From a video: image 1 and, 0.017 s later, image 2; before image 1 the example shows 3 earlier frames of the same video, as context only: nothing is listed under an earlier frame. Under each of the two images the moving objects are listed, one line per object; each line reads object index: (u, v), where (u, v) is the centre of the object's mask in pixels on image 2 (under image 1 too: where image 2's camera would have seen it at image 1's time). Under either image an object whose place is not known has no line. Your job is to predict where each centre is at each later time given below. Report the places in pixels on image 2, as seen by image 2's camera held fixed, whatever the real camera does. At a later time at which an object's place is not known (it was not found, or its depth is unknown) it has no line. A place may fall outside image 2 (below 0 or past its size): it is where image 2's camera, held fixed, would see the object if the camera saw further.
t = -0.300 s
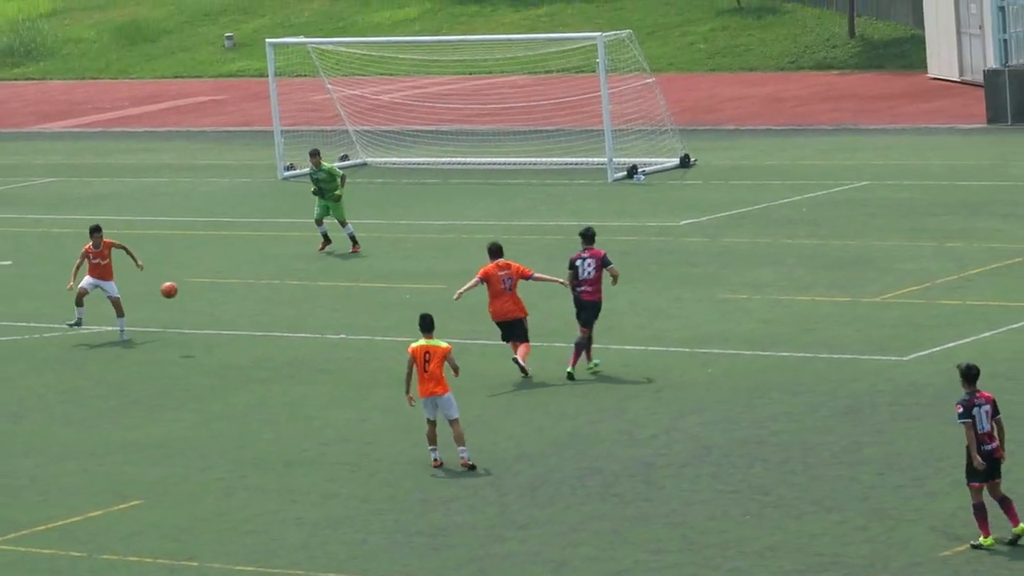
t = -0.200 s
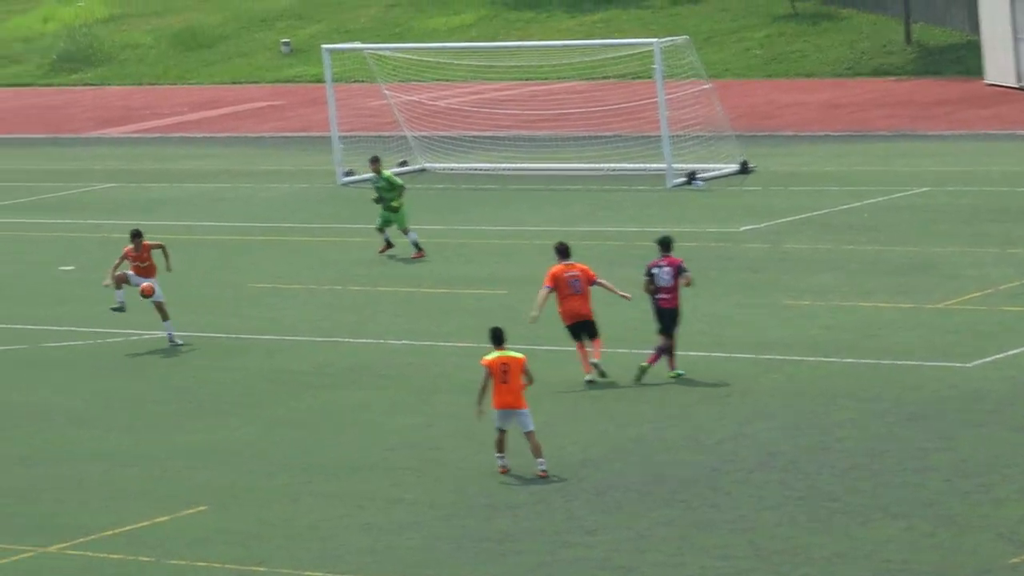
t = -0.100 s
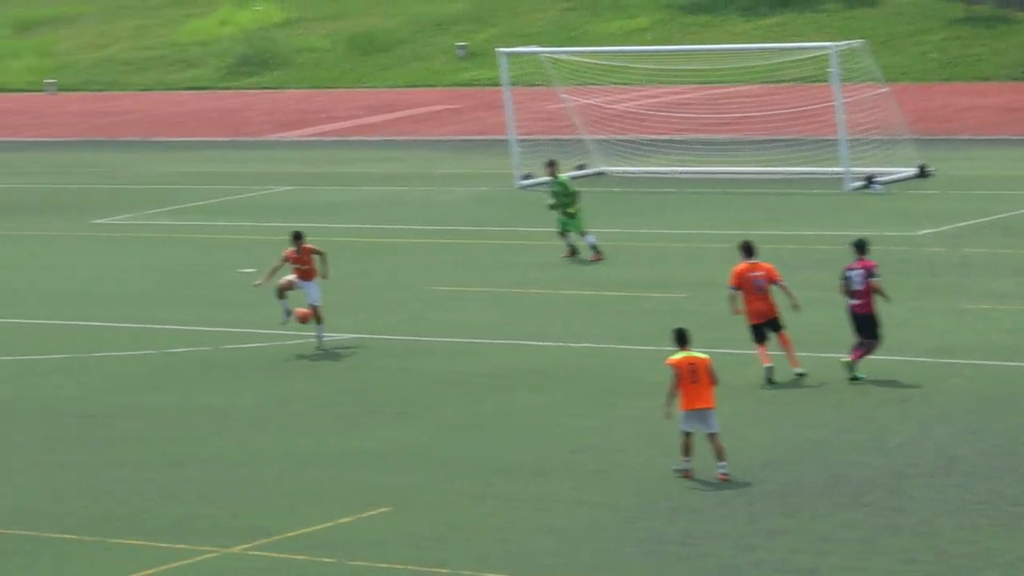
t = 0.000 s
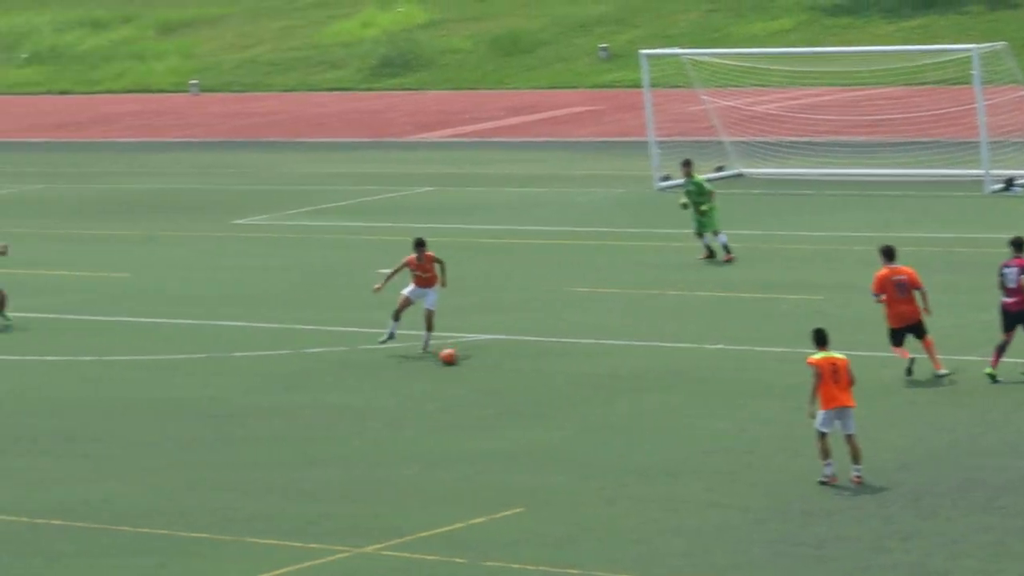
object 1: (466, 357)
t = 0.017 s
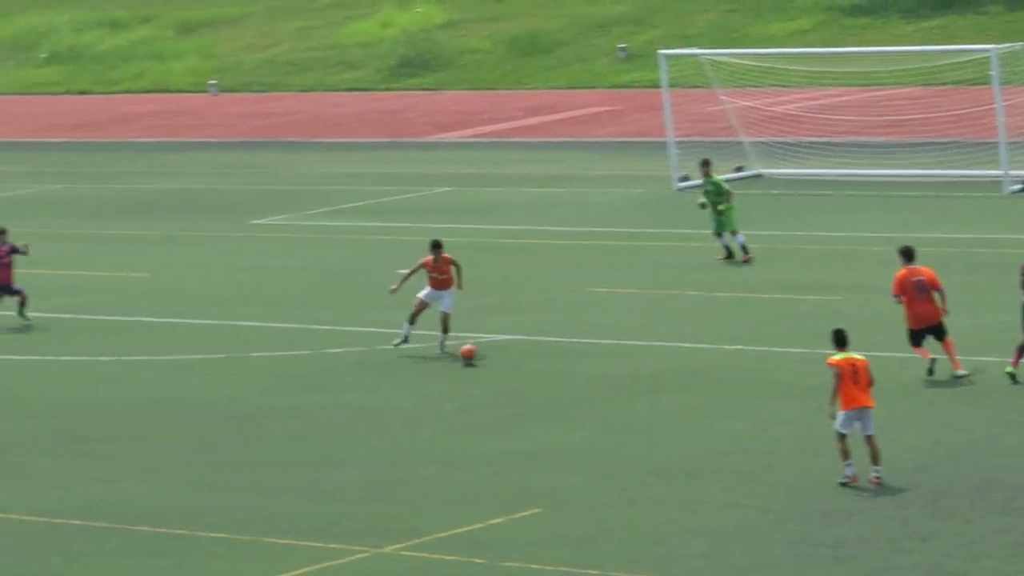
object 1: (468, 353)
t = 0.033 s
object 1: (470, 347)
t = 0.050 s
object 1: (472, 343)
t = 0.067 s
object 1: (474, 339)
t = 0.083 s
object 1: (474, 334)
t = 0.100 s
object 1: (476, 329)
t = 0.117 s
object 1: (476, 326)
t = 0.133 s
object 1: (478, 323)
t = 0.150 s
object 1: (481, 319)
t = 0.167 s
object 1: (485, 316)
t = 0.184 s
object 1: (489, 312)
